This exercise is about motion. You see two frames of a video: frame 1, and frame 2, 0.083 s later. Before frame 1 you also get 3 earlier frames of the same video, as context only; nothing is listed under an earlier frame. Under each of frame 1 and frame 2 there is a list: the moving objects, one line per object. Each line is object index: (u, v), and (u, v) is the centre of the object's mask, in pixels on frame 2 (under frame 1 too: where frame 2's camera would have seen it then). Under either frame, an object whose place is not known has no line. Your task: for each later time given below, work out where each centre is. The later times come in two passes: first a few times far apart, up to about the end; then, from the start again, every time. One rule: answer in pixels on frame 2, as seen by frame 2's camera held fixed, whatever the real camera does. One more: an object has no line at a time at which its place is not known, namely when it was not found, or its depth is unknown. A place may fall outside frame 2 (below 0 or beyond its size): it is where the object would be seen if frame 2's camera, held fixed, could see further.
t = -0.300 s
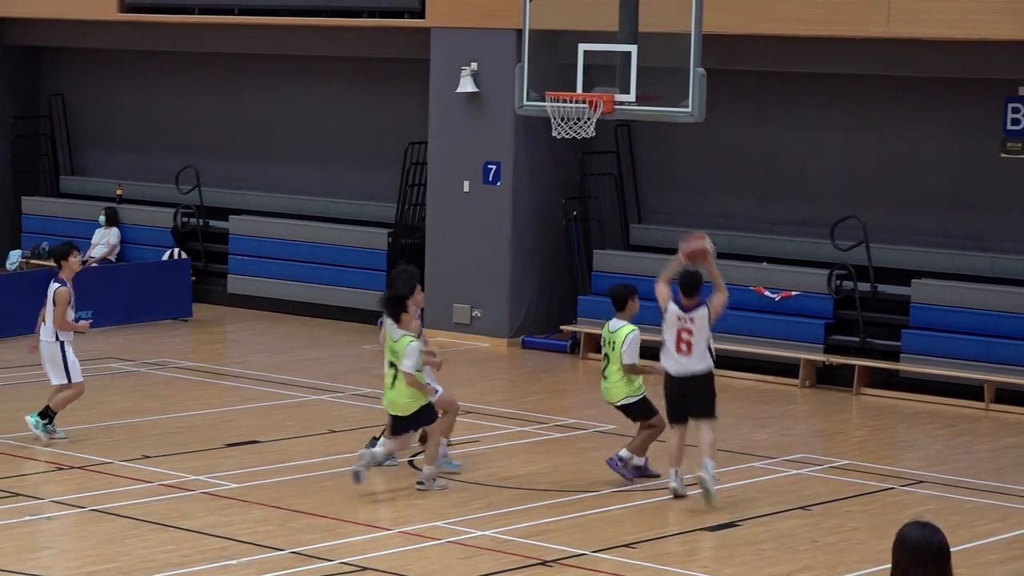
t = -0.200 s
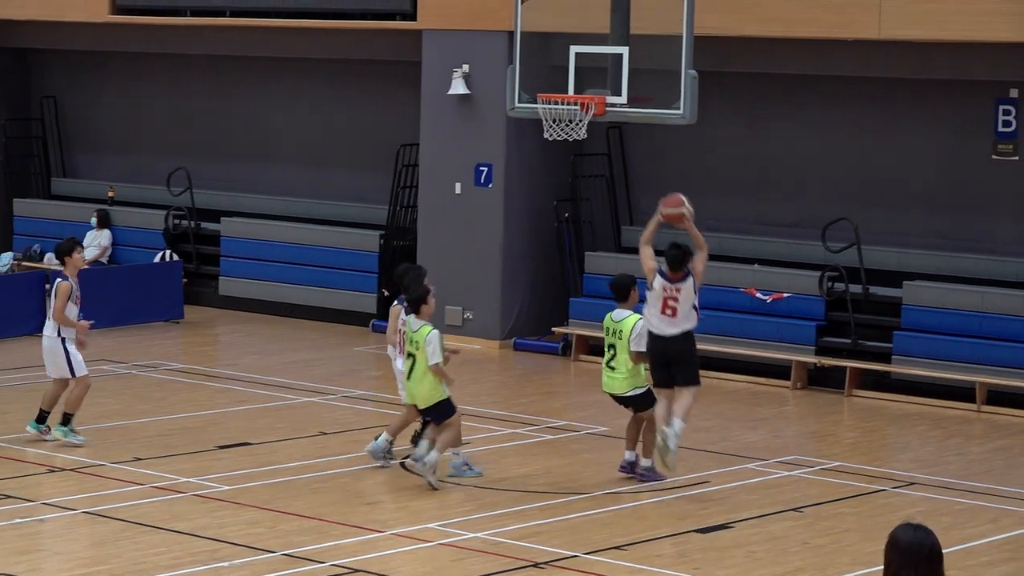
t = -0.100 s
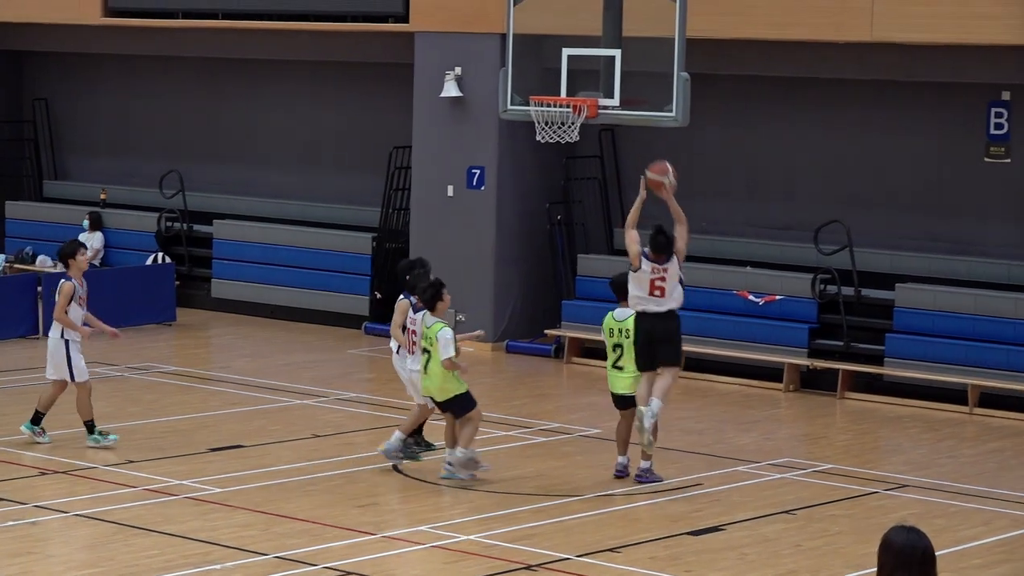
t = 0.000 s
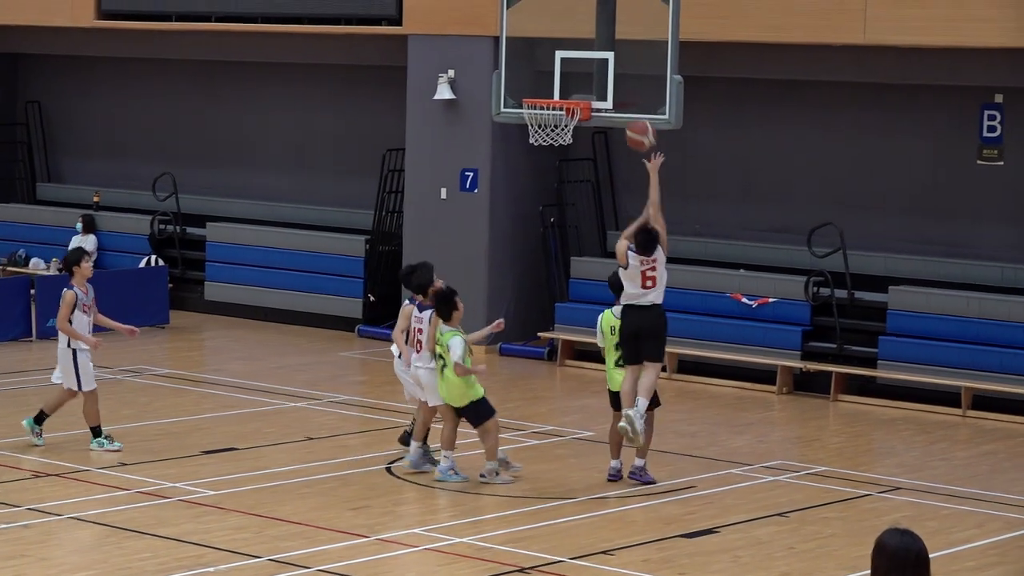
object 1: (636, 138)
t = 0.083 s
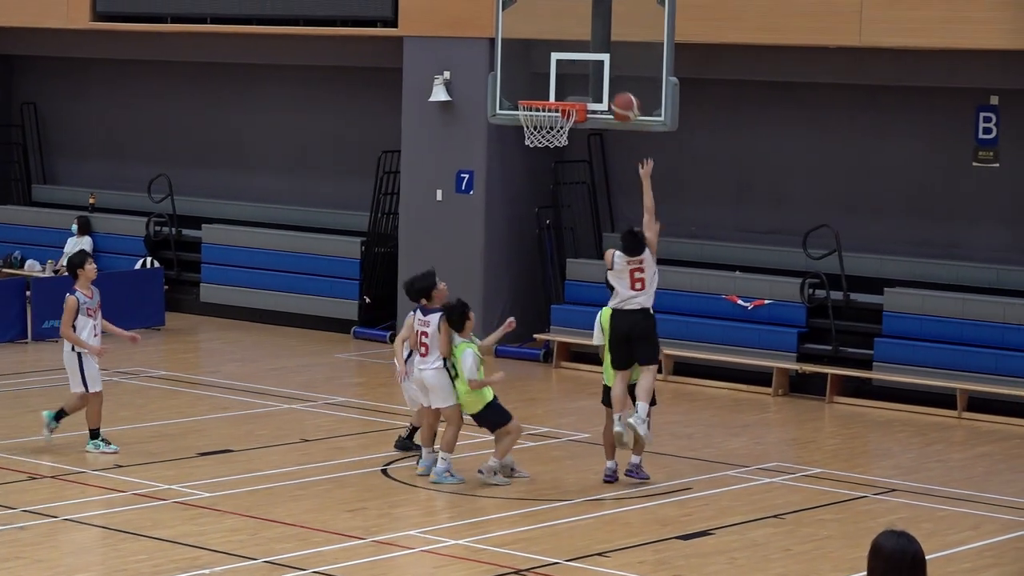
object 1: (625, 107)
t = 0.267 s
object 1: (601, 77)
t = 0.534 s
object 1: (535, 101)
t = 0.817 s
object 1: (576, 213)
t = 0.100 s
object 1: (623, 103)
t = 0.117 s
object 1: (621, 99)
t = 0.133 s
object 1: (619, 96)
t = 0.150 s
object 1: (617, 92)
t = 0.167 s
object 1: (614, 89)
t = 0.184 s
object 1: (612, 86)
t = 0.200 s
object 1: (610, 84)
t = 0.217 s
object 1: (608, 82)
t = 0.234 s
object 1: (606, 79)
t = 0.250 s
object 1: (603, 78)
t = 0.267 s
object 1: (601, 77)
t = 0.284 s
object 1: (597, 76)
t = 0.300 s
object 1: (592, 76)
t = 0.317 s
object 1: (588, 75)
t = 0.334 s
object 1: (583, 77)
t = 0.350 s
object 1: (579, 78)
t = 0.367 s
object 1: (574, 80)
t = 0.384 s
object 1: (570, 81)
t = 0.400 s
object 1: (565, 83)
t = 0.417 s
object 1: (560, 85)
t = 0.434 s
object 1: (555, 87)
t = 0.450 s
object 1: (551, 89)
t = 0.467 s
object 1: (546, 92)
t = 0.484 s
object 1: (541, 93)
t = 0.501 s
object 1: (537, 94)
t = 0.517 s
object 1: (534, 101)
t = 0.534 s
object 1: (535, 101)
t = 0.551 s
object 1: (537, 110)
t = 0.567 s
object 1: (542, 117)
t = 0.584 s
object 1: (544, 118)
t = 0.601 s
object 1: (547, 122)
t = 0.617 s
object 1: (548, 124)
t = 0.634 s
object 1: (549, 126)
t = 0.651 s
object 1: (556, 145)
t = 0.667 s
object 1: (557, 151)
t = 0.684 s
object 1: (559, 155)
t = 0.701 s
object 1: (561, 160)
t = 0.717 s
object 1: (563, 166)
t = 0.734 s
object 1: (565, 173)
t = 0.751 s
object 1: (568, 181)
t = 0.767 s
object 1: (569, 189)
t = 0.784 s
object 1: (572, 197)
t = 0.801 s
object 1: (574, 205)
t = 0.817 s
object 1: (576, 213)
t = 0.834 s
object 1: (578, 221)
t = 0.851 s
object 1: (580, 231)
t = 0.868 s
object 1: (582, 241)
